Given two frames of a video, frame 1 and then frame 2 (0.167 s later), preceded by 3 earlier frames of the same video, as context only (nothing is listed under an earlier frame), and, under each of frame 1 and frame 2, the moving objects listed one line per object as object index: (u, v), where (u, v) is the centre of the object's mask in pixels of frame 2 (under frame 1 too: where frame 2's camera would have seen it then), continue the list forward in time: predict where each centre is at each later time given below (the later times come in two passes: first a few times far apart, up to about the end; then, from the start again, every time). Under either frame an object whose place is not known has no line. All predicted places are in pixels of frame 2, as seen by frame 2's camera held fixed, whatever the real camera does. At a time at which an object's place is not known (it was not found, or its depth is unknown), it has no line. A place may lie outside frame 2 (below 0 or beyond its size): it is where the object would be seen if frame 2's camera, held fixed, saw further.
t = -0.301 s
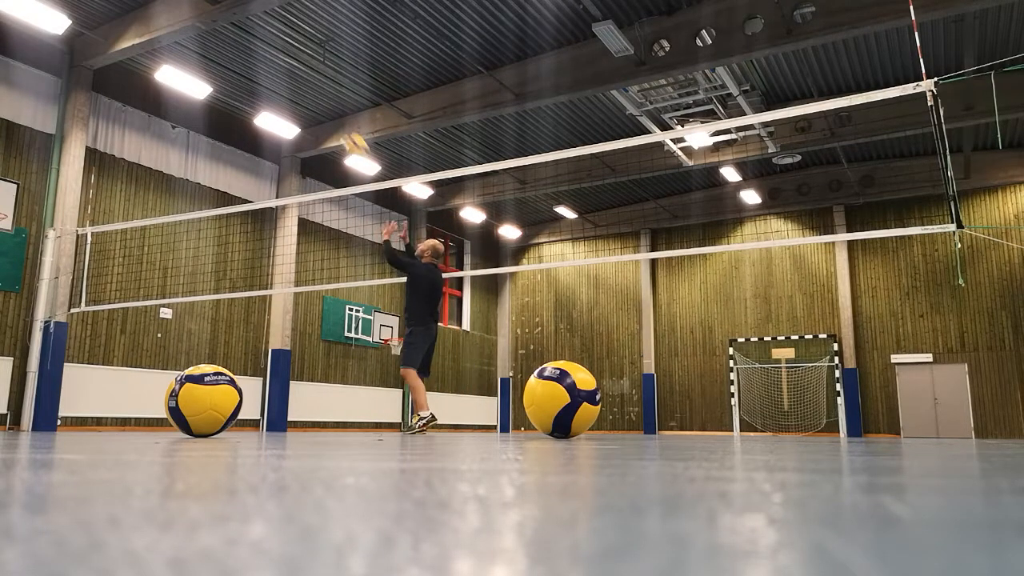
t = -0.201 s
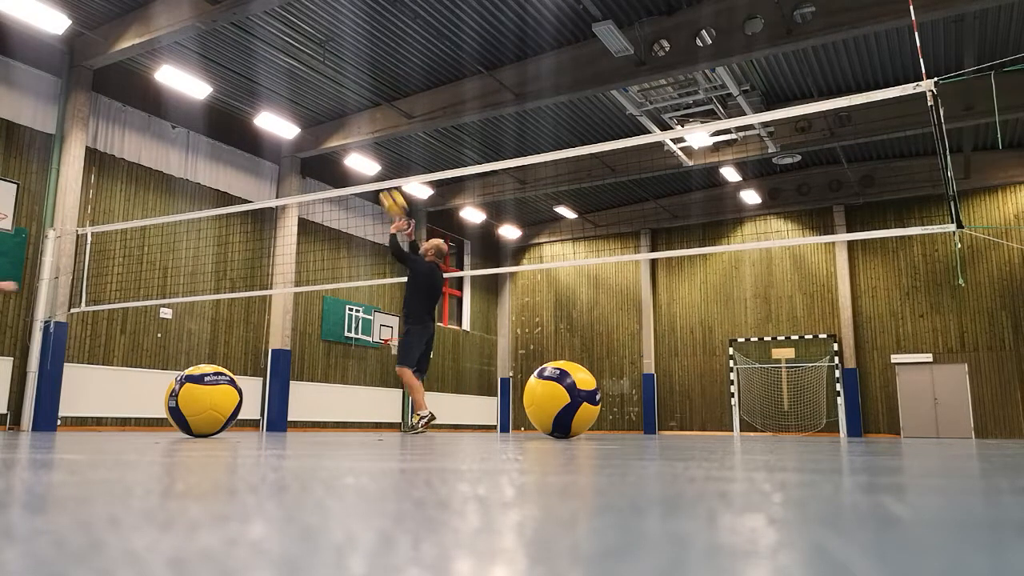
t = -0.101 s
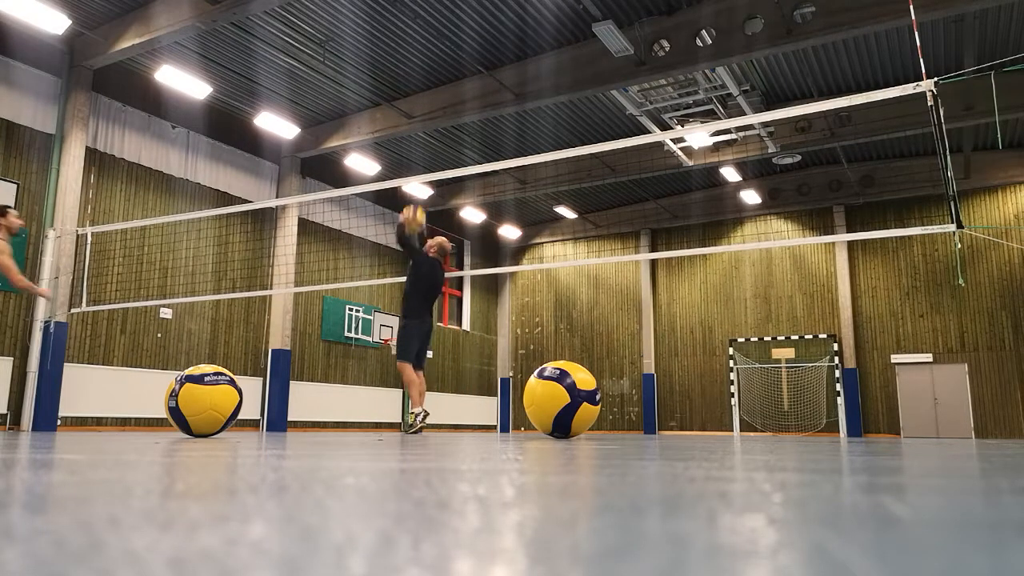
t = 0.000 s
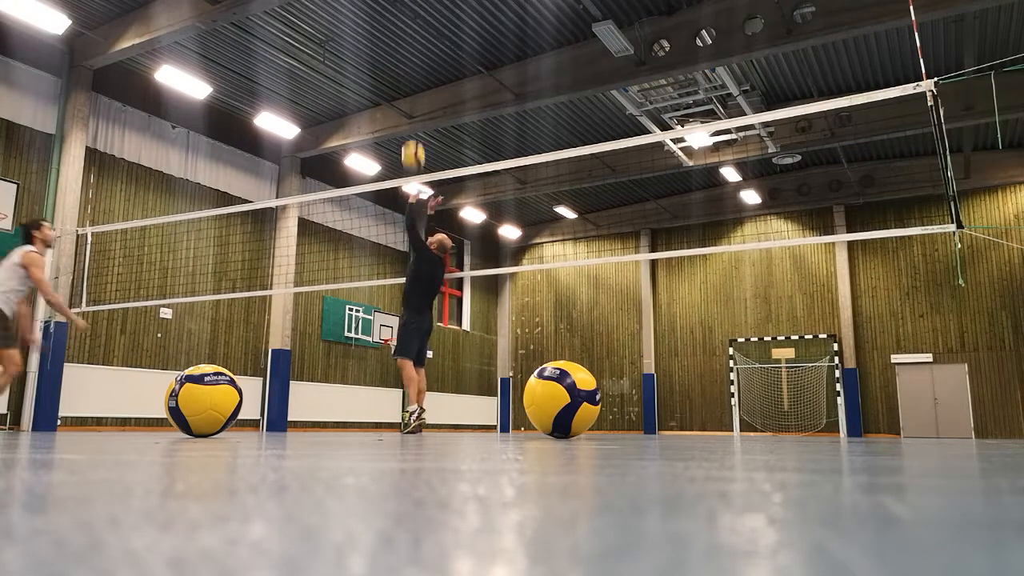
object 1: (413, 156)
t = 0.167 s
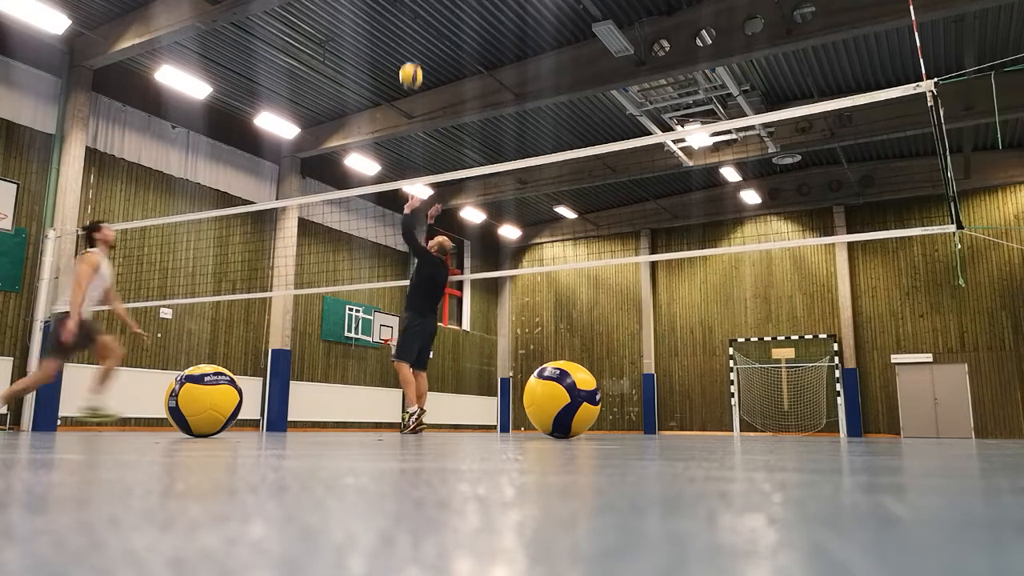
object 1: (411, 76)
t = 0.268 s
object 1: (409, 42)
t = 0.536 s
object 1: (401, 7)
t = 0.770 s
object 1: (394, 27)
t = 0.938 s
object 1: (387, 74)
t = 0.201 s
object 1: (410, 63)
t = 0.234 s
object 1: (409, 52)
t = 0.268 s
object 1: (409, 42)
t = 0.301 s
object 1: (408, 34)
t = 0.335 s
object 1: (407, 26)
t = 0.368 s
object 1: (406, 20)
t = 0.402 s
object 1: (405, 14)
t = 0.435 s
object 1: (404, 11)
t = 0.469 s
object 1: (403, 9)
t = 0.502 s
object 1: (403, 8)
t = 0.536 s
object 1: (401, 7)
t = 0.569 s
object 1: (401, 7)
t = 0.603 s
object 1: (399, 8)
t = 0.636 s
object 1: (398, 9)
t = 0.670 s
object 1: (397, 11)
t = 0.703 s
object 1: (396, 15)
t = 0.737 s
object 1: (395, 20)
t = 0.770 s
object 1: (394, 27)
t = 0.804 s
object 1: (393, 34)
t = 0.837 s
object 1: (392, 42)
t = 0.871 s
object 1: (390, 52)
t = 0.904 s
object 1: (389, 63)
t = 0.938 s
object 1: (387, 74)
